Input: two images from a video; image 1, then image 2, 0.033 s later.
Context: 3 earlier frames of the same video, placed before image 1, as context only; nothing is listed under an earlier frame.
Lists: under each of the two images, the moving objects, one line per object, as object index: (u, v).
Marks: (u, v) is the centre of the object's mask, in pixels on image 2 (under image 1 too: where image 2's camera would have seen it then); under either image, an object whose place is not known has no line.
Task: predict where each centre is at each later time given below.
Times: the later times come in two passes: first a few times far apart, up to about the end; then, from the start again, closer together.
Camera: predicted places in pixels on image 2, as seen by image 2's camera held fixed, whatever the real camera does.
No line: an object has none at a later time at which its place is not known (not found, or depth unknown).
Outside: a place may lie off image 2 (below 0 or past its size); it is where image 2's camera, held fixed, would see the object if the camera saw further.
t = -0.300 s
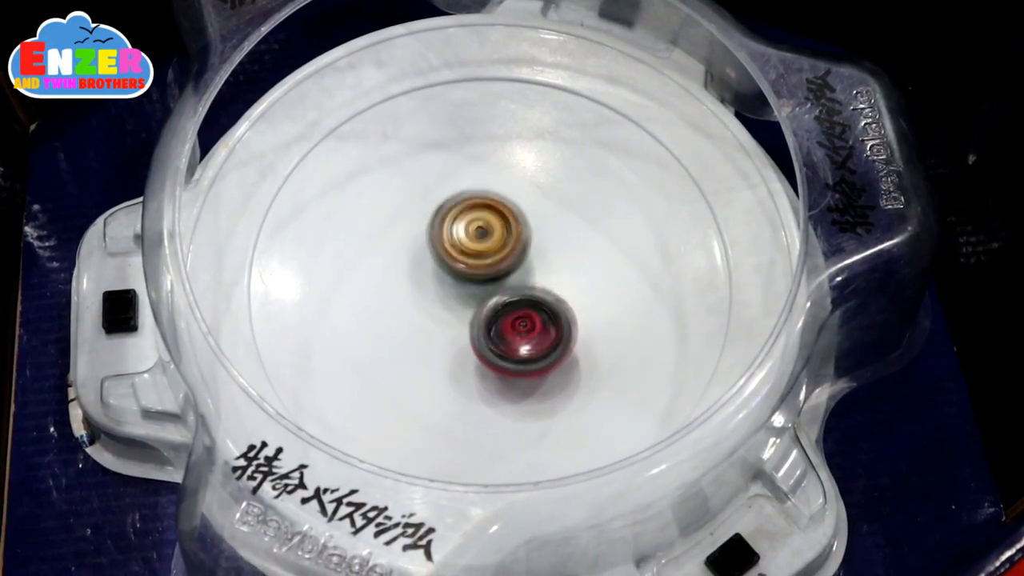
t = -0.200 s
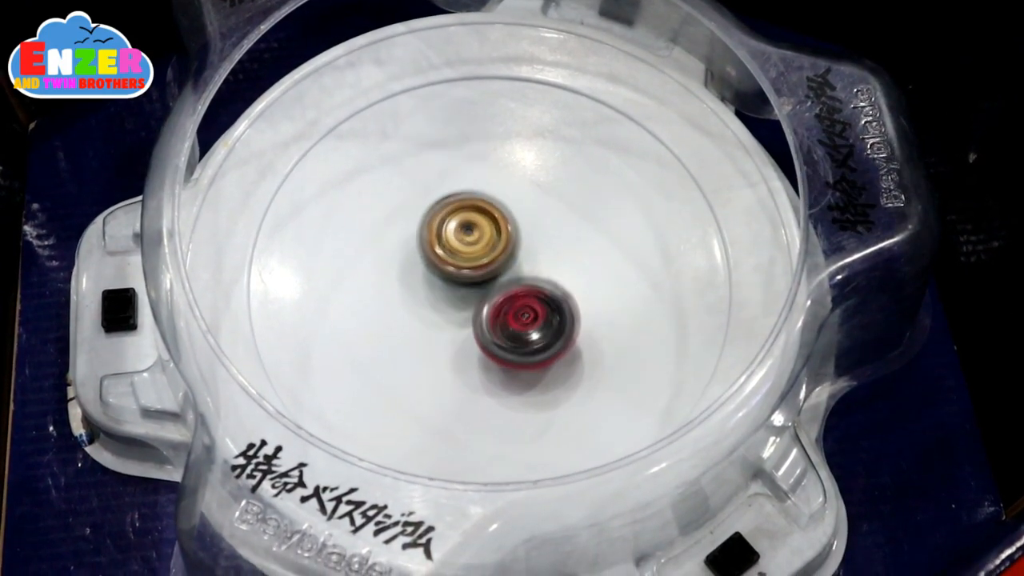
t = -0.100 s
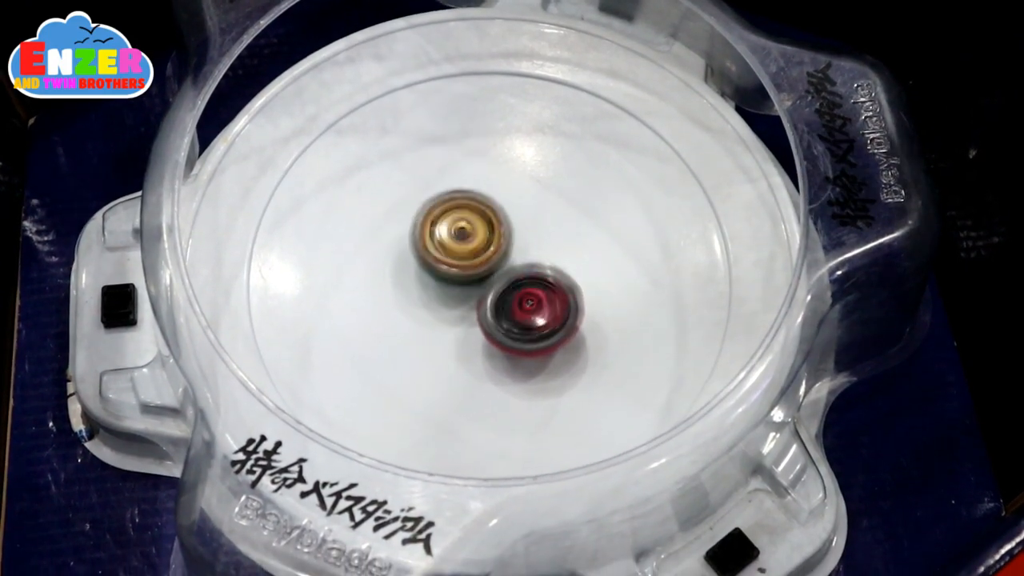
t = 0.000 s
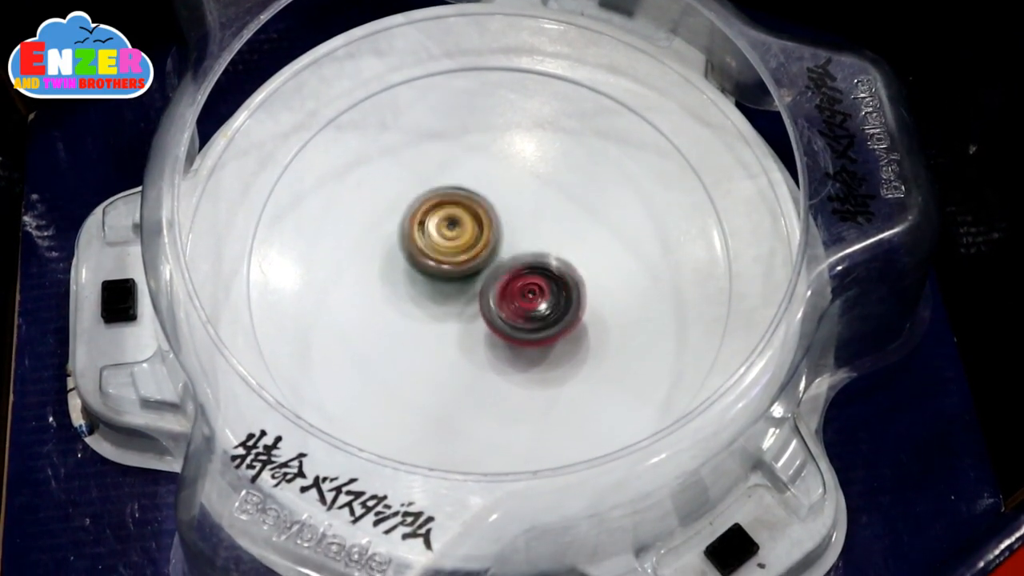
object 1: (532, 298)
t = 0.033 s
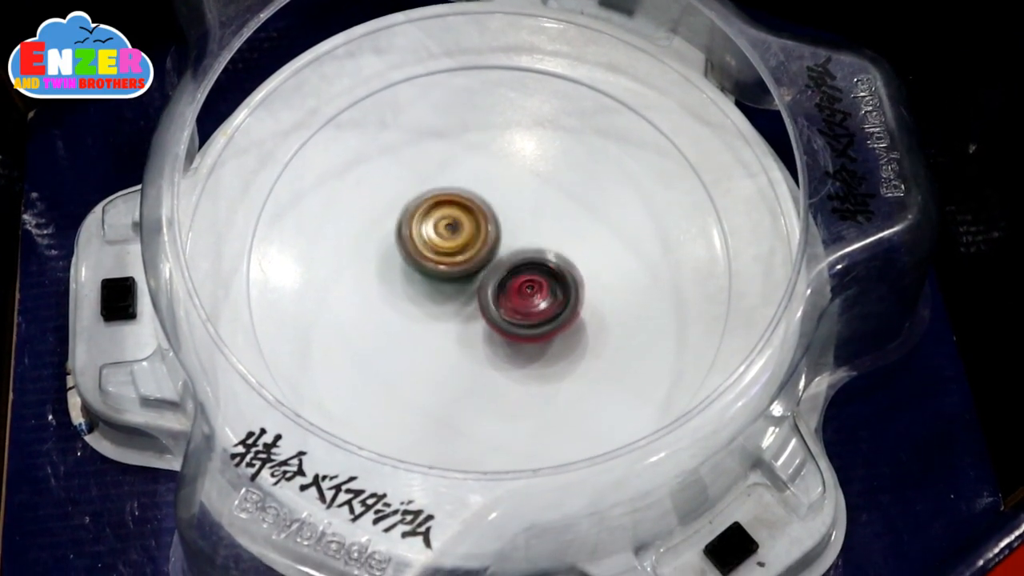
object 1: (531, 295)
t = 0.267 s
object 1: (532, 280)
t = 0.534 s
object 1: (532, 263)
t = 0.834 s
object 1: (530, 251)
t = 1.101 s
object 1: (529, 244)
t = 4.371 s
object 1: (524, 208)
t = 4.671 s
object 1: (526, 207)
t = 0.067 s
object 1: (531, 294)
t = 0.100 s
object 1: (531, 292)
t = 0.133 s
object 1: (531, 289)
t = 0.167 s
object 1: (533, 287)
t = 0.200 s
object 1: (533, 285)
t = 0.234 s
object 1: (533, 282)
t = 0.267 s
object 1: (532, 280)
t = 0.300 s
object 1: (531, 277)
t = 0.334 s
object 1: (532, 274)
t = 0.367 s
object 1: (533, 272)
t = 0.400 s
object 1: (532, 270)
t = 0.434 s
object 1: (531, 267)
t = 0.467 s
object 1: (531, 265)
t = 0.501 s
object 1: (530, 264)
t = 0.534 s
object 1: (532, 263)
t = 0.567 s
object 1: (531, 261)
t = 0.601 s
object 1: (531, 259)
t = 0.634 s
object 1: (529, 258)
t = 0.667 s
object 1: (529, 257)
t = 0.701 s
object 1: (529, 256)
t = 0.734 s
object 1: (529, 255)
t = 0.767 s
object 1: (529, 254)
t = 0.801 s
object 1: (530, 252)
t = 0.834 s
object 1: (530, 251)
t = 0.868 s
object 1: (529, 250)
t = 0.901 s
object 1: (528, 250)
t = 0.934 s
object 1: (528, 249)
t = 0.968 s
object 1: (530, 248)
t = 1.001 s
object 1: (530, 247)
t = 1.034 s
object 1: (529, 246)
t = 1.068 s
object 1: (530, 244)
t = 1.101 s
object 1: (529, 244)
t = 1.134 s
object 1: (529, 243)
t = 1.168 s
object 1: (533, 240)
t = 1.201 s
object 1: (535, 238)
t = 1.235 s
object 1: (534, 237)
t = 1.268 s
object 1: (533, 236)
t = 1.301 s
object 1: (531, 237)
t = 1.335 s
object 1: (530, 238)
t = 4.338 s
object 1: (524, 207)
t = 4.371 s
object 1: (524, 208)
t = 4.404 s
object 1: (524, 207)
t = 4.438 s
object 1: (524, 209)
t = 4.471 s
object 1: (524, 209)
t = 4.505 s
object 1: (524, 207)
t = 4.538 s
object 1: (525, 207)
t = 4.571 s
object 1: (525, 207)
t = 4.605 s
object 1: (525, 208)
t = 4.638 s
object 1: (526, 209)
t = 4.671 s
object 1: (526, 207)
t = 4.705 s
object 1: (526, 206)
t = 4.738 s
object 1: (527, 207)
